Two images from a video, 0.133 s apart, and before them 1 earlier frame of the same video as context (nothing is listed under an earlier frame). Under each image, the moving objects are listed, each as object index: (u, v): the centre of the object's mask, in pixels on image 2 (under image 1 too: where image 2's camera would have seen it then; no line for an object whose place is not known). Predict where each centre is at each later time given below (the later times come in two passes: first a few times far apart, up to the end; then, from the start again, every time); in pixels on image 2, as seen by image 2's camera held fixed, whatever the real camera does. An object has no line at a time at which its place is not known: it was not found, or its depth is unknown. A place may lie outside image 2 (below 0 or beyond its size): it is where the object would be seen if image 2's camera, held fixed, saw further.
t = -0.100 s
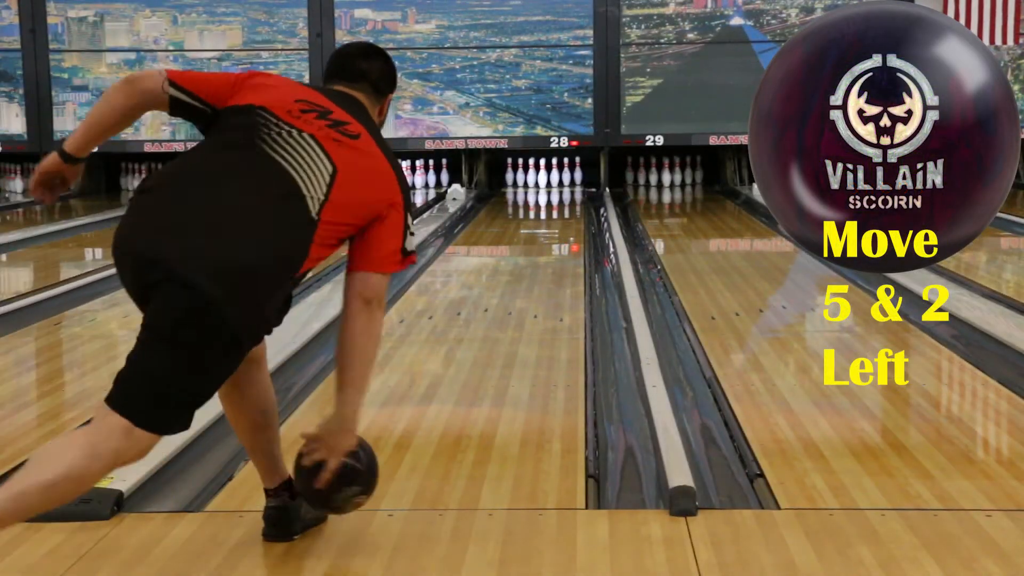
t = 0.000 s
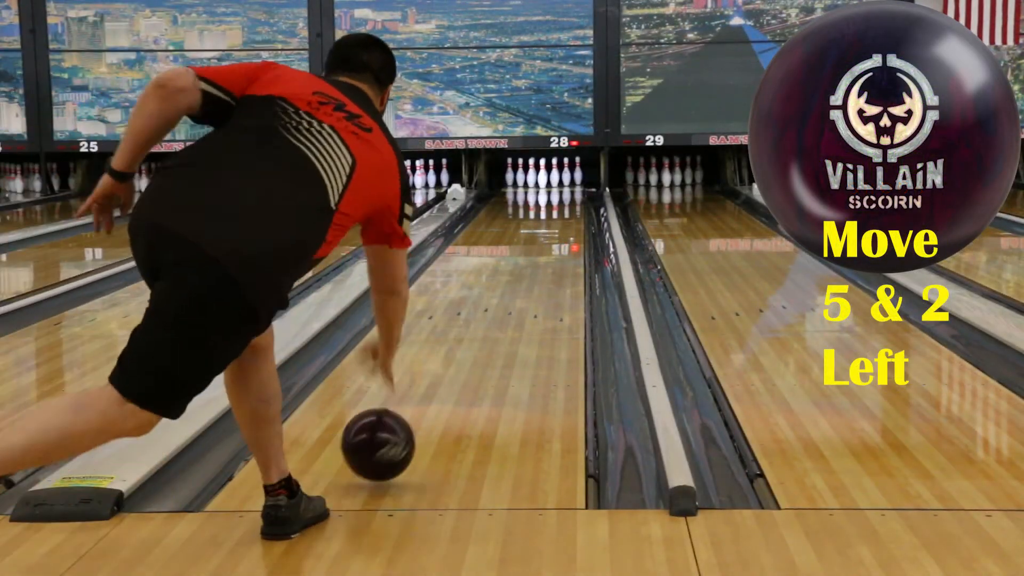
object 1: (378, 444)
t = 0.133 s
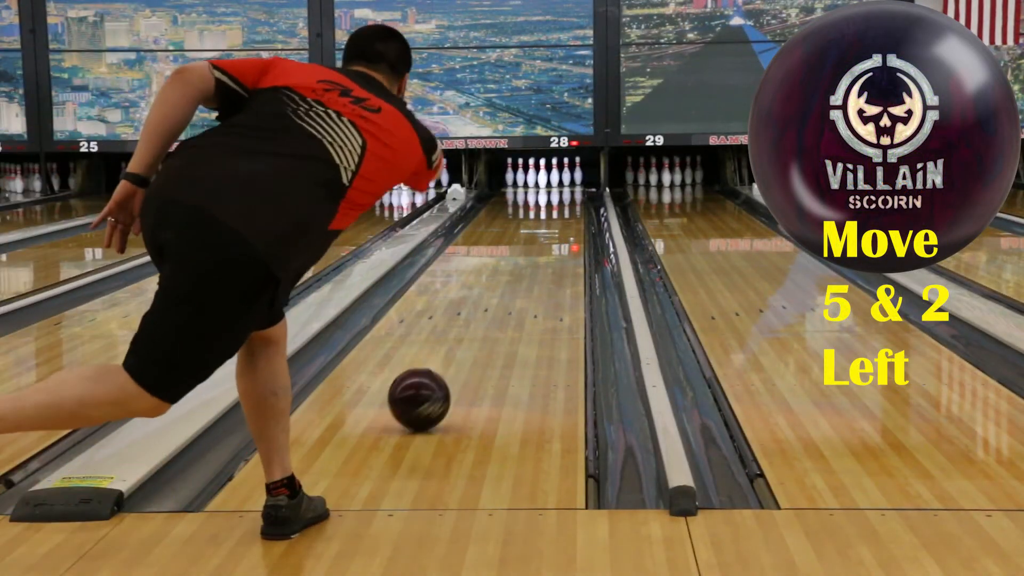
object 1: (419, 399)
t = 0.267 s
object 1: (449, 361)
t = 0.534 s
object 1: (490, 308)
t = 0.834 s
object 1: (518, 269)
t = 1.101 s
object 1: (535, 245)
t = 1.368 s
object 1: (546, 228)
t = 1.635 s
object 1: (555, 214)
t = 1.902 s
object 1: (559, 203)
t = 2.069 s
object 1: (560, 197)
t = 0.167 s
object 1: (427, 388)
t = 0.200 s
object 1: (435, 378)
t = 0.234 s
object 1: (442, 369)
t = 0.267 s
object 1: (449, 361)
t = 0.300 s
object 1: (455, 352)
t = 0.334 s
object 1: (461, 345)
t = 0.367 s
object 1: (467, 338)
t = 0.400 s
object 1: (472, 331)
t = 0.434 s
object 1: (477, 325)
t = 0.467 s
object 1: (481, 319)
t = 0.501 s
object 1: (486, 313)
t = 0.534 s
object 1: (490, 308)
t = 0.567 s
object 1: (493, 303)
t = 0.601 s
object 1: (497, 298)
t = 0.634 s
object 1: (501, 293)
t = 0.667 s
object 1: (504, 289)
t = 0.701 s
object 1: (507, 284)
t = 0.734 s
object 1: (510, 280)
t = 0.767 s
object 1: (513, 276)
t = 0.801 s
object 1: (515, 273)
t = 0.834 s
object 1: (518, 269)
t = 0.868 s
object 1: (520, 265)
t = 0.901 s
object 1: (523, 262)
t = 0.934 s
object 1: (525, 259)
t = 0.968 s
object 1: (527, 256)
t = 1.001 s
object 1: (529, 253)
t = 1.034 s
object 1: (531, 250)
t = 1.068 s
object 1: (533, 248)
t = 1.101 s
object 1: (535, 245)
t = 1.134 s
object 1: (536, 243)
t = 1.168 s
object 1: (538, 240)
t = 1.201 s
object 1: (539, 238)
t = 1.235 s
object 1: (541, 236)
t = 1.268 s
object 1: (542, 233)
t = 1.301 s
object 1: (544, 232)
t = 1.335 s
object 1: (545, 229)
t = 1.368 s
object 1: (546, 228)
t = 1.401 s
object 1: (548, 226)
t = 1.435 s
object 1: (549, 224)
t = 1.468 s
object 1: (550, 222)
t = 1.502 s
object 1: (551, 220)
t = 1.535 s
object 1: (552, 219)
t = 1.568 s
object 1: (553, 216)
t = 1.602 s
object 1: (554, 215)
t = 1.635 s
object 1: (555, 214)
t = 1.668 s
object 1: (555, 212)
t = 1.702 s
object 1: (556, 211)
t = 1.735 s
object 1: (557, 209)
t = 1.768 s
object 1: (557, 208)
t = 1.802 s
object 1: (558, 207)
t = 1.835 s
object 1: (559, 205)
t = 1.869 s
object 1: (559, 204)
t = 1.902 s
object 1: (559, 203)
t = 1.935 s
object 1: (560, 202)
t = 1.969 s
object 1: (560, 200)
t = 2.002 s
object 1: (561, 199)
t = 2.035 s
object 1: (560, 198)
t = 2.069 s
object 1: (560, 197)
